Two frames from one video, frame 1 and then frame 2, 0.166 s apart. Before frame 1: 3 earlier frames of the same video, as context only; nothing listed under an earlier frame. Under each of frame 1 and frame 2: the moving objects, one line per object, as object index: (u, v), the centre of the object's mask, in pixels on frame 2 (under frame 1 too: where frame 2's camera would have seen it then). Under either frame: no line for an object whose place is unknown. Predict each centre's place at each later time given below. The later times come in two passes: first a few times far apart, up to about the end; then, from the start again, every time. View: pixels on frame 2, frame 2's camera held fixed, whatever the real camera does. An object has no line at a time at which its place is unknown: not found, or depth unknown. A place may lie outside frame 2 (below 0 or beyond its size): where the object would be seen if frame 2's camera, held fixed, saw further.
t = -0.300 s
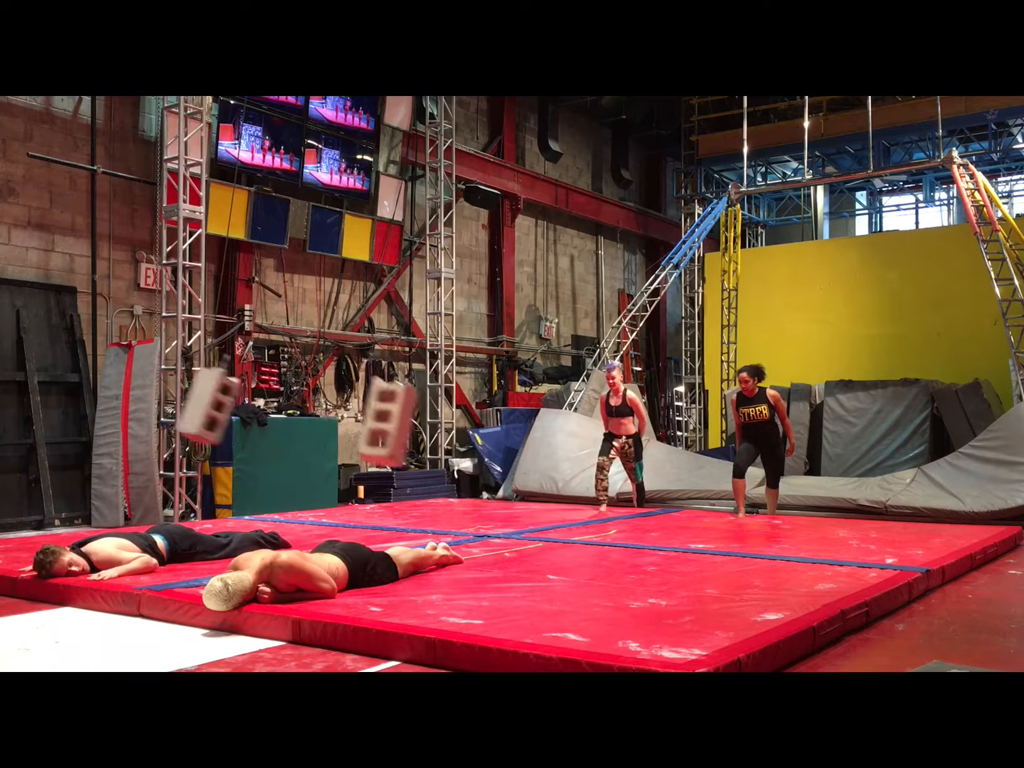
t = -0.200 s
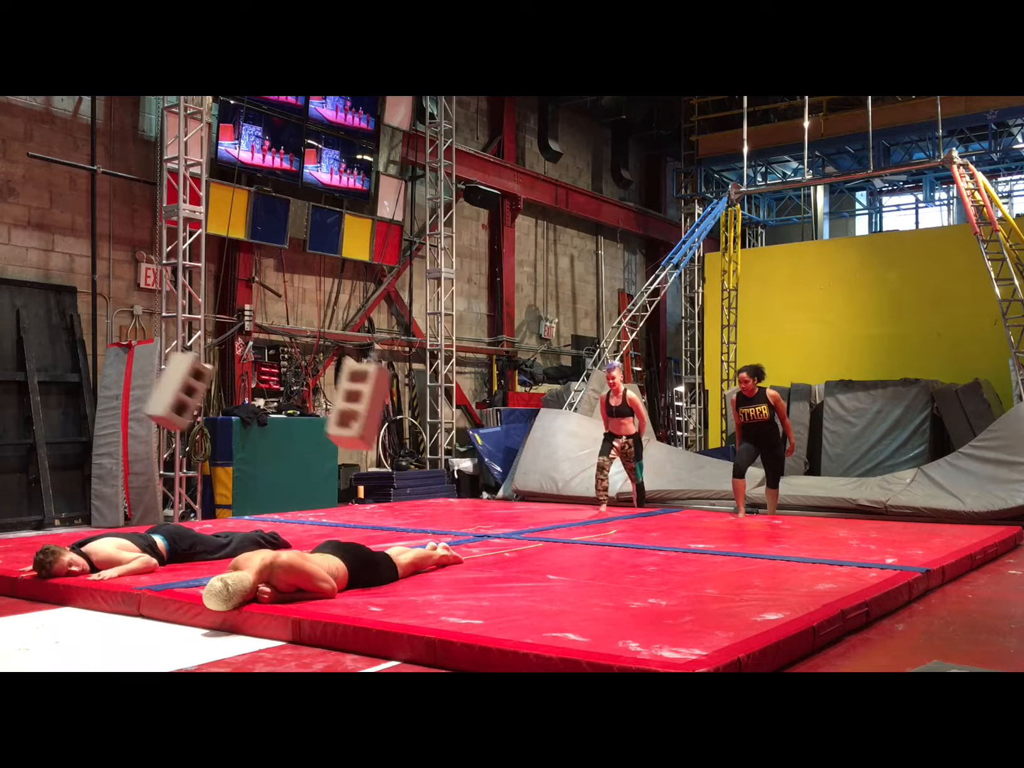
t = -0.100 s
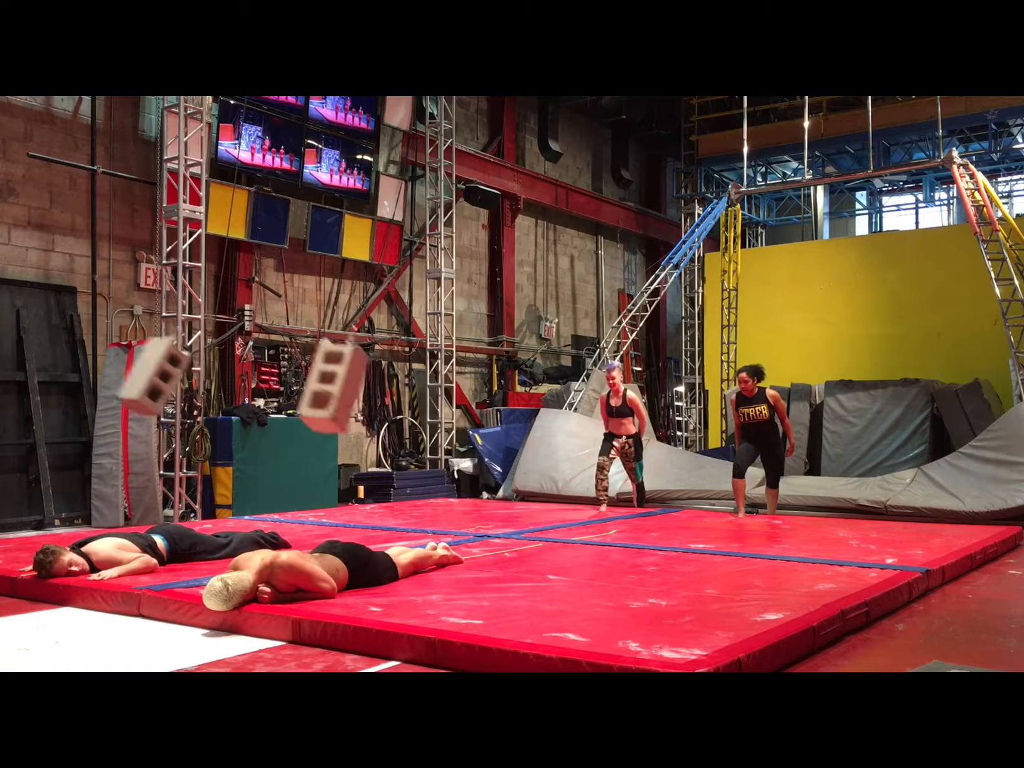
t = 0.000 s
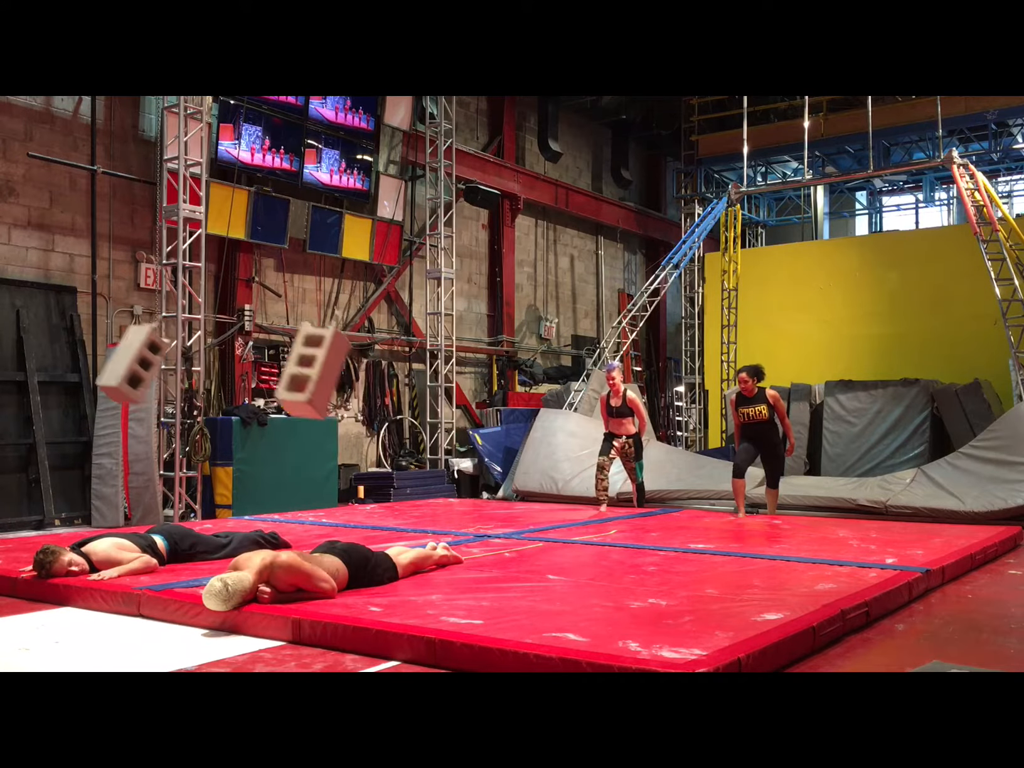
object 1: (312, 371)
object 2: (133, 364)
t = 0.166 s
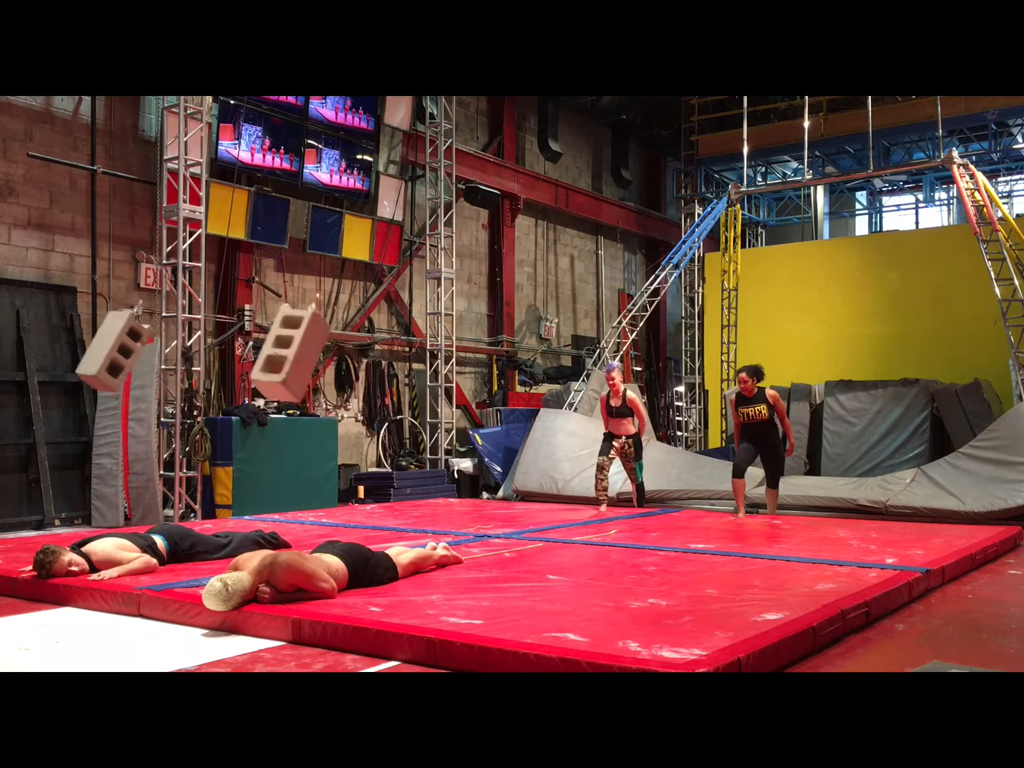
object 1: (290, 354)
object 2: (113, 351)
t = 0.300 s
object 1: (285, 350)
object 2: (111, 350)
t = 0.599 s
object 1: (313, 375)
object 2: (146, 373)
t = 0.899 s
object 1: (390, 427)
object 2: (230, 418)
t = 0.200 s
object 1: (288, 352)
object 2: (112, 350)
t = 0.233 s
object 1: (286, 351)
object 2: (111, 350)
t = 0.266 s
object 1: (285, 350)
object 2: (110, 350)
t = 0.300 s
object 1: (285, 350)
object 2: (111, 350)
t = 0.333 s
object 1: (285, 350)
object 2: (112, 351)
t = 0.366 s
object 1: (286, 352)
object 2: (113, 352)
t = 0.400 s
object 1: (288, 353)
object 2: (116, 353)
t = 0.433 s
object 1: (291, 356)
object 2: (119, 356)
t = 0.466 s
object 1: (294, 359)
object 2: (123, 359)
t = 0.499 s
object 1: (298, 362)
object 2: (128, 362)
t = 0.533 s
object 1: (303, 366)
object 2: (133, 365)
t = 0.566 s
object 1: (308, 370)
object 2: (139, 370)
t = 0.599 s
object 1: (313, 375)
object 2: (146, 373)
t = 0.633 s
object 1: (320, 379)
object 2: (153, 378)
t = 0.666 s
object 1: (327, 385)
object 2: (160, 383)
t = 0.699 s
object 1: (335, 391)
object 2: (170, 388)
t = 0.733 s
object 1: (344, 397)
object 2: (179, 393)
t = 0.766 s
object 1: (352, 403)
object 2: (189, 398)
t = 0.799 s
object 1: (361, 409)
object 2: (199, 403)
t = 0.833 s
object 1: (370, 416)
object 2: (209, 408)
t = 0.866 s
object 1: (380, 422)
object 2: (219, 413)
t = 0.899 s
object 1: (390, 427)
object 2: (230, 418)
